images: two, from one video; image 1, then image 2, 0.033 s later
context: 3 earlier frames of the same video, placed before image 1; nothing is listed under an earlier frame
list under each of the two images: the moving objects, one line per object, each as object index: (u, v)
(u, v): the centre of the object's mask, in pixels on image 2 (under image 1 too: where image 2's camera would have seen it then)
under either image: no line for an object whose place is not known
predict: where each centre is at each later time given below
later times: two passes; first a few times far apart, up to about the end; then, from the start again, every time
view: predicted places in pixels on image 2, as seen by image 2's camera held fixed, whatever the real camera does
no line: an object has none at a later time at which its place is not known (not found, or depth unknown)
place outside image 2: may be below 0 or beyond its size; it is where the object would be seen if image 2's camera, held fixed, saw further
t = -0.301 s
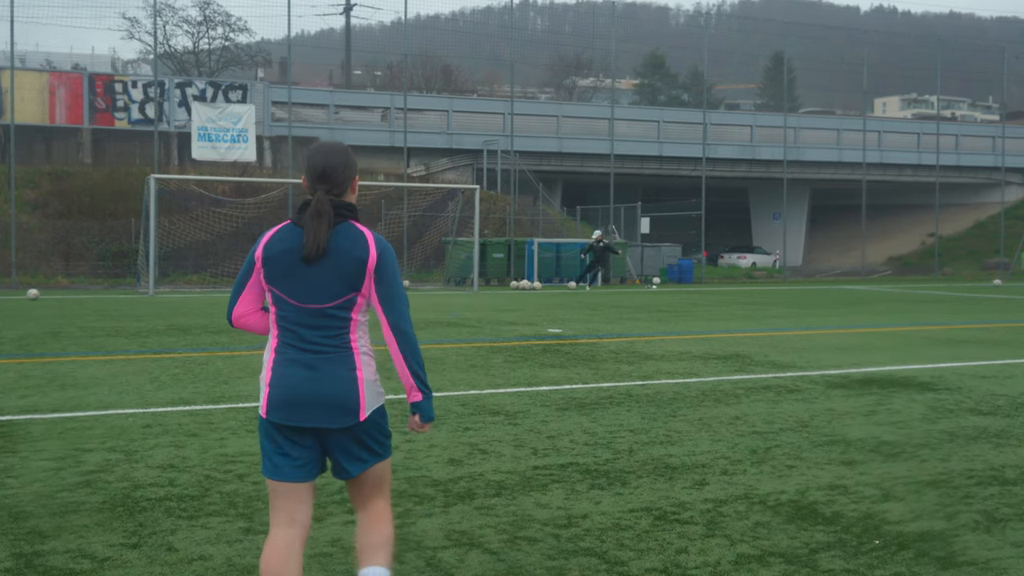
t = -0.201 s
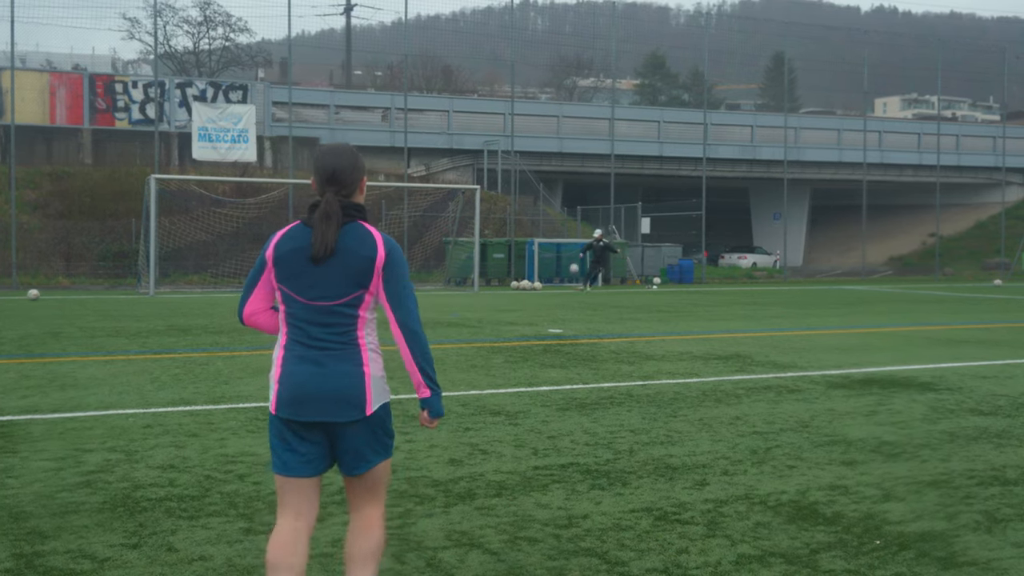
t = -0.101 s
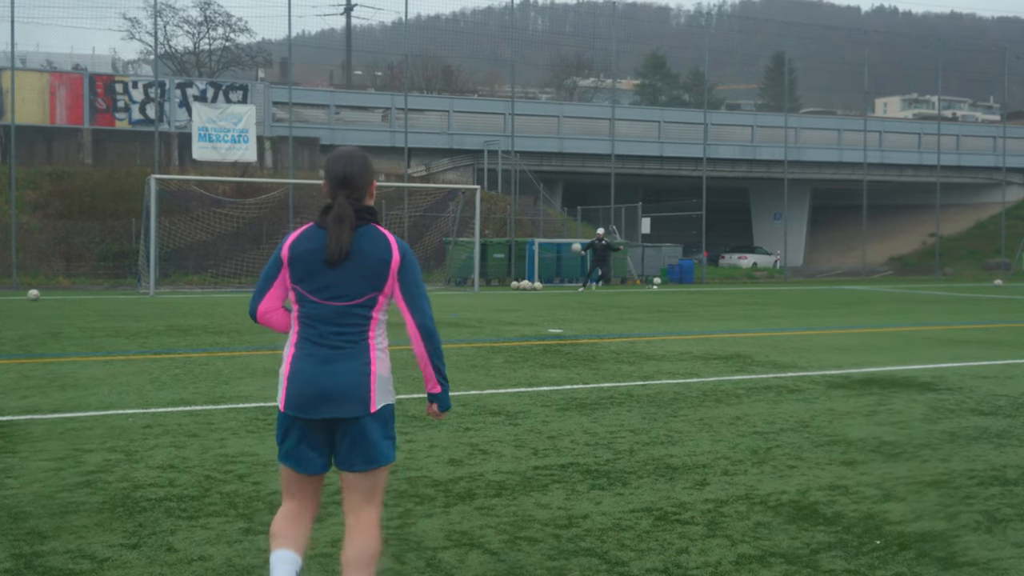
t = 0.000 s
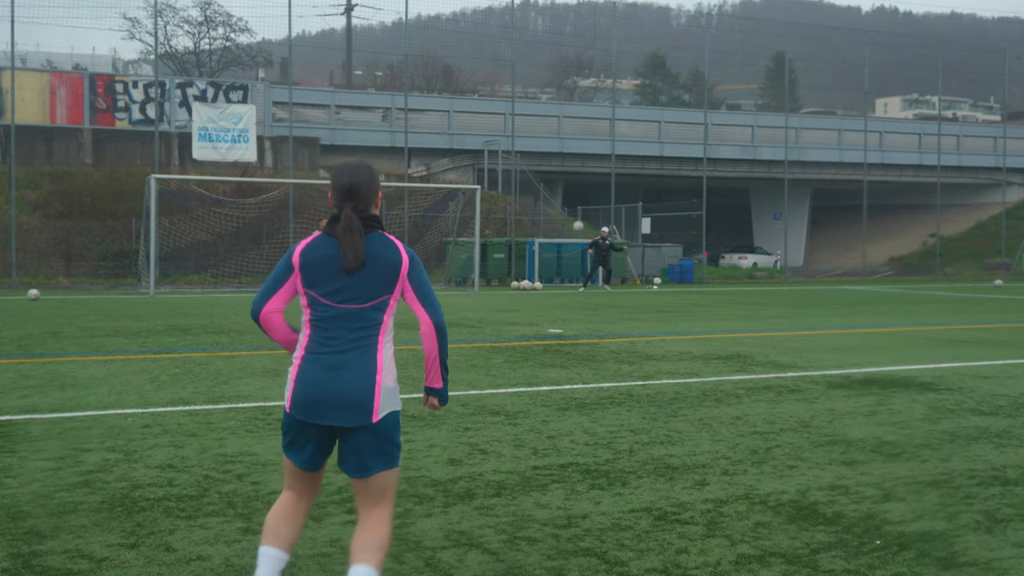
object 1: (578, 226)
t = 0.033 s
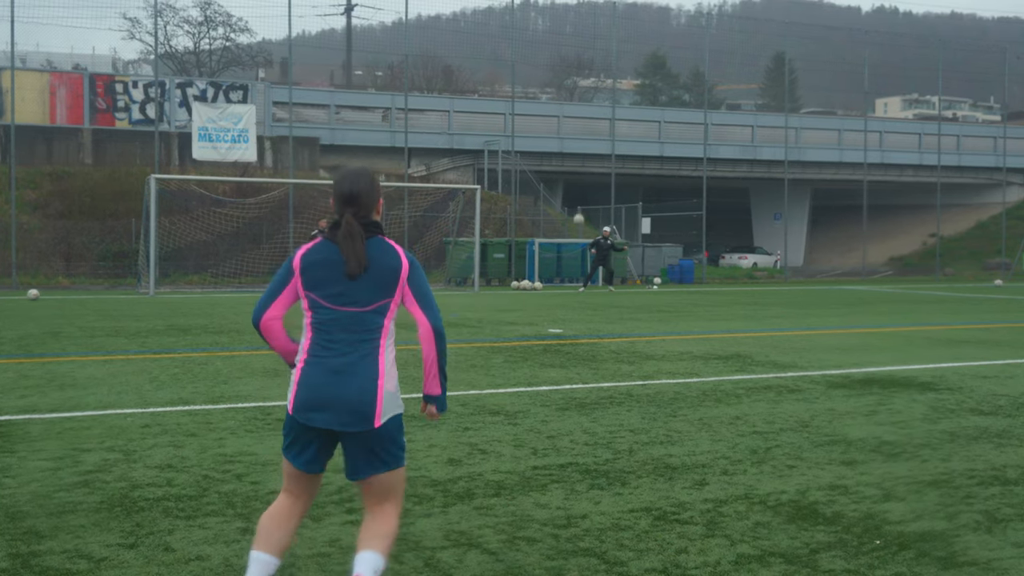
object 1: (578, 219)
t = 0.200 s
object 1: (581, 186)
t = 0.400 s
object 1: (582, 148)
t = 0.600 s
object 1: (581, 119)
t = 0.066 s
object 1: (579, 212)
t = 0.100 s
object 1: (579, 205)
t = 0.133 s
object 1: (580, 199)
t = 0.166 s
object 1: (580, 192)
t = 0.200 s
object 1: (581, 186)
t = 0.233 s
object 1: (581, 179)
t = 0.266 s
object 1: (582, 172)
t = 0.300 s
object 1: (582, 165)
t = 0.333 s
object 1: (582, 160)
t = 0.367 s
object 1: (582, 154)
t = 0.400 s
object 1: (582, 148)
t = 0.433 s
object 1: (582, 143)
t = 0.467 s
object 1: (582, 137)
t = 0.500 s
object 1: (582, 132)
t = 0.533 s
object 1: (582, 128)
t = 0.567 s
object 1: (581, 123)
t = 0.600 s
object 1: (581, 119)
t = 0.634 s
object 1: (580, 115)
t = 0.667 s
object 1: (580, 112)
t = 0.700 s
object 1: (580, 109)
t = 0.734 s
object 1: (578, 107)
